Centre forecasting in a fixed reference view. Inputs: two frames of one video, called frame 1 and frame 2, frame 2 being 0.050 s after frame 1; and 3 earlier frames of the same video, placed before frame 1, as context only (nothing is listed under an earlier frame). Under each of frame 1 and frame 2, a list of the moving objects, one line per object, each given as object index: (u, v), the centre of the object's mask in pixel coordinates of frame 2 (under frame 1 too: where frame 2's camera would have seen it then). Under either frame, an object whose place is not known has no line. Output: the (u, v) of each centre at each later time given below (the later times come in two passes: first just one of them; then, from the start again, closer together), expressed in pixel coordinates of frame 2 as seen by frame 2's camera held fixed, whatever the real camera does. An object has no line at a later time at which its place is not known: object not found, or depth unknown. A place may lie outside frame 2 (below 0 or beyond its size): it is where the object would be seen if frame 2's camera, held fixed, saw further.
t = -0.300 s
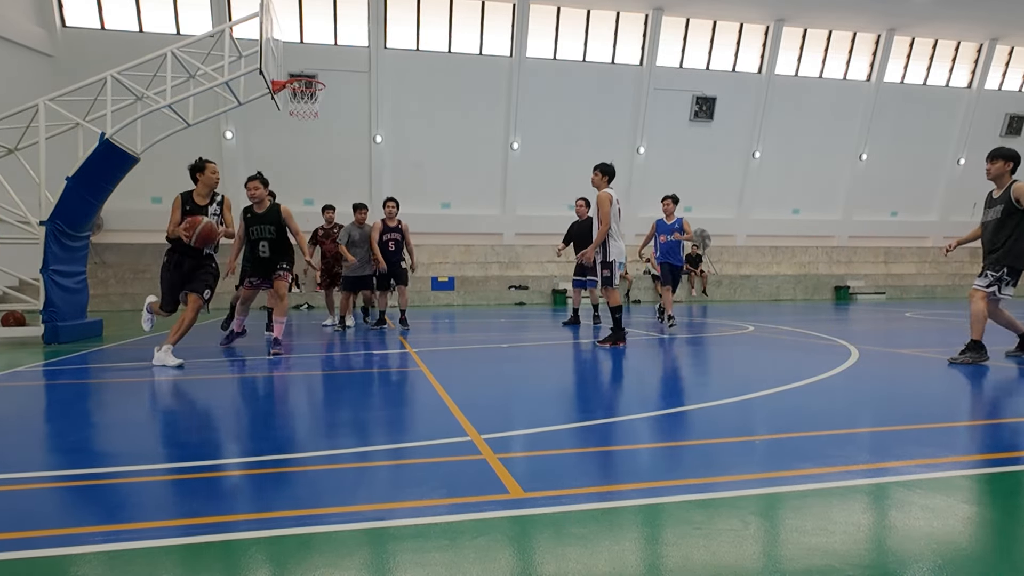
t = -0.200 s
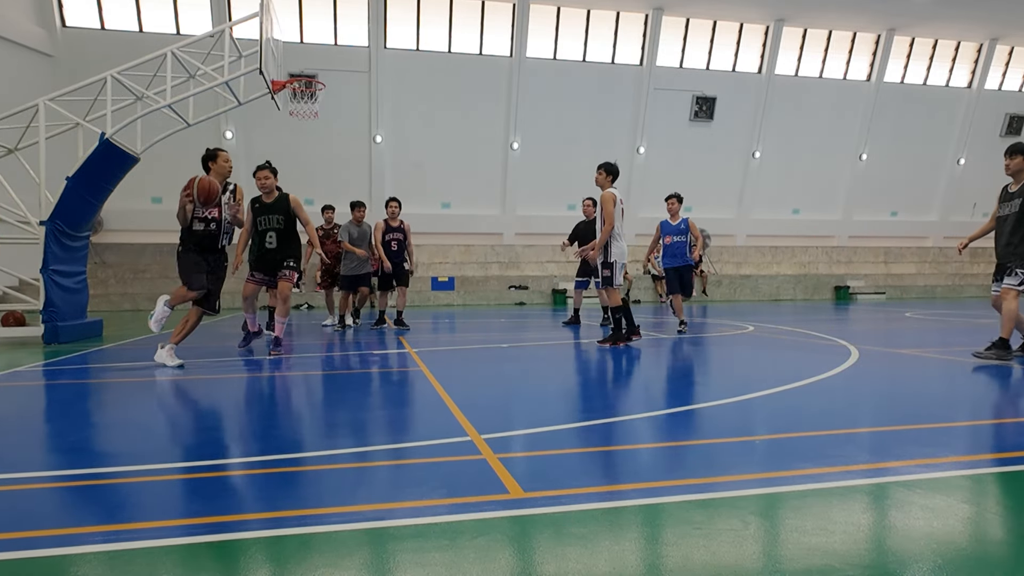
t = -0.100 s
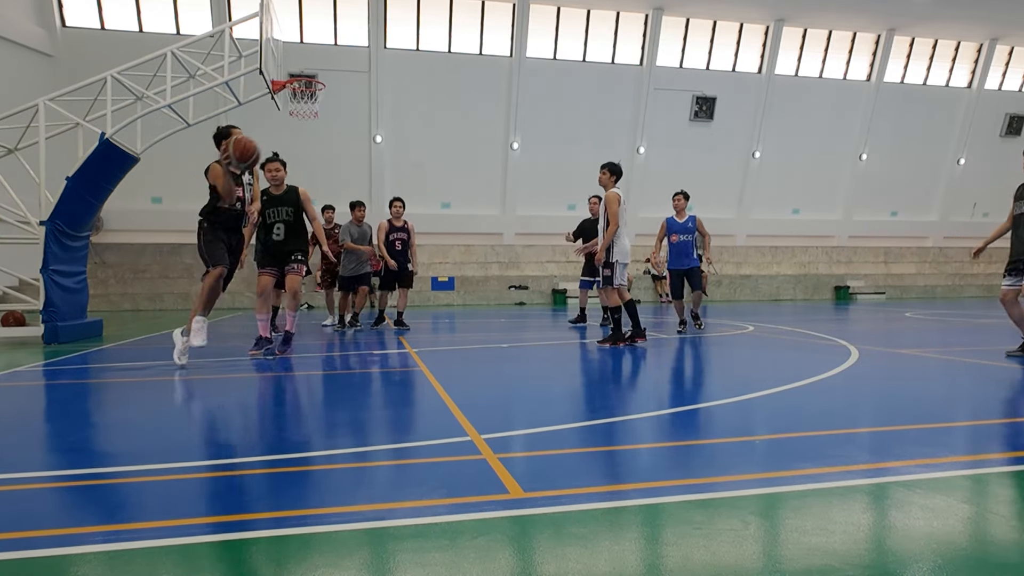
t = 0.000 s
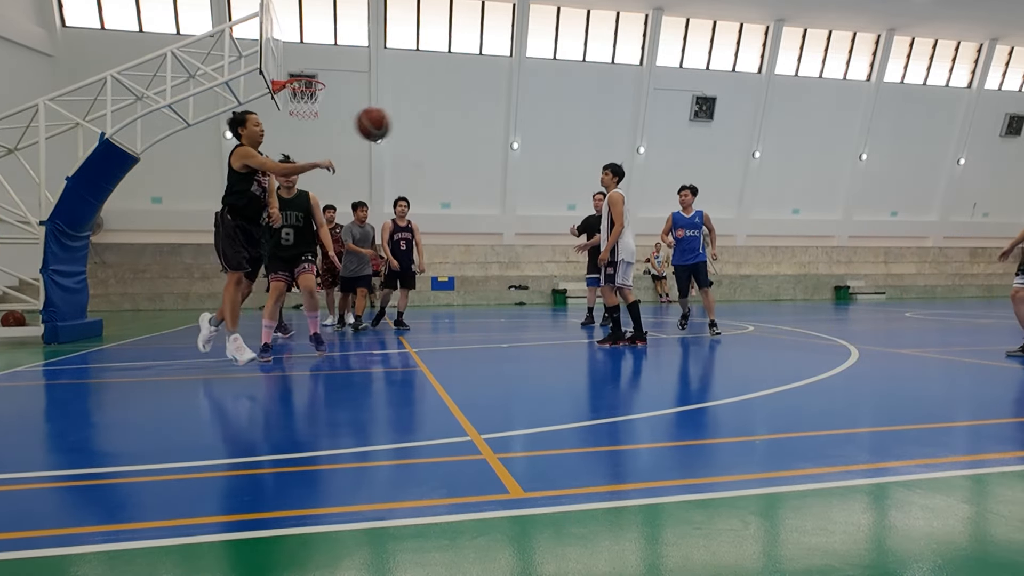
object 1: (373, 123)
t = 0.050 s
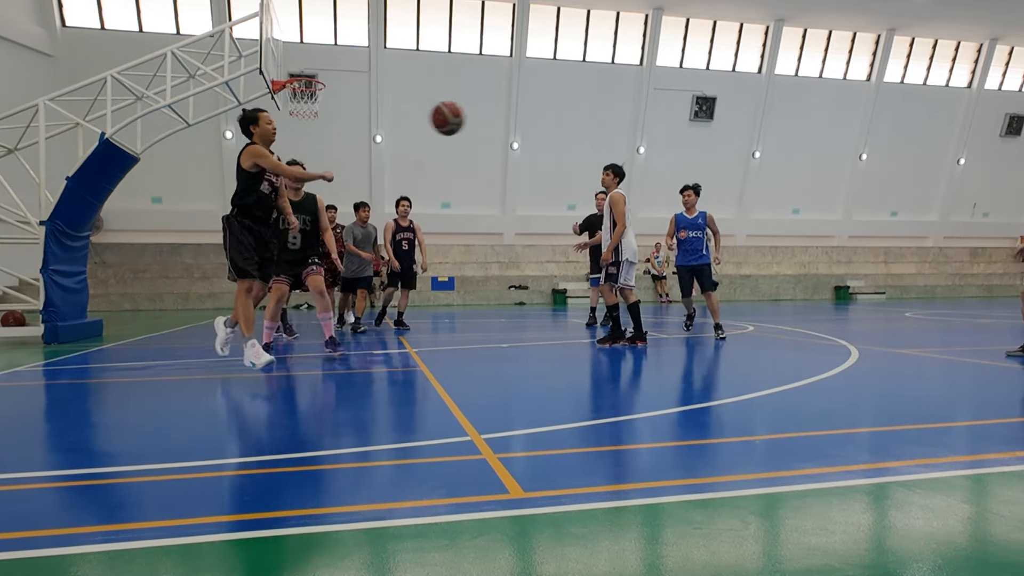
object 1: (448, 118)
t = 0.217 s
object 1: (682, 123)
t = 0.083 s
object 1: (495, 116)
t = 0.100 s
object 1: (519, 116)
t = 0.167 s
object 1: (613, 118)
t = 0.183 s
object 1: (636, 119)
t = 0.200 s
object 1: (659, 121)
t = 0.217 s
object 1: (682, 123)
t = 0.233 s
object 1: (704, 125)
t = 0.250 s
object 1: (726, 128)
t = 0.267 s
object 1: (748, 130)
